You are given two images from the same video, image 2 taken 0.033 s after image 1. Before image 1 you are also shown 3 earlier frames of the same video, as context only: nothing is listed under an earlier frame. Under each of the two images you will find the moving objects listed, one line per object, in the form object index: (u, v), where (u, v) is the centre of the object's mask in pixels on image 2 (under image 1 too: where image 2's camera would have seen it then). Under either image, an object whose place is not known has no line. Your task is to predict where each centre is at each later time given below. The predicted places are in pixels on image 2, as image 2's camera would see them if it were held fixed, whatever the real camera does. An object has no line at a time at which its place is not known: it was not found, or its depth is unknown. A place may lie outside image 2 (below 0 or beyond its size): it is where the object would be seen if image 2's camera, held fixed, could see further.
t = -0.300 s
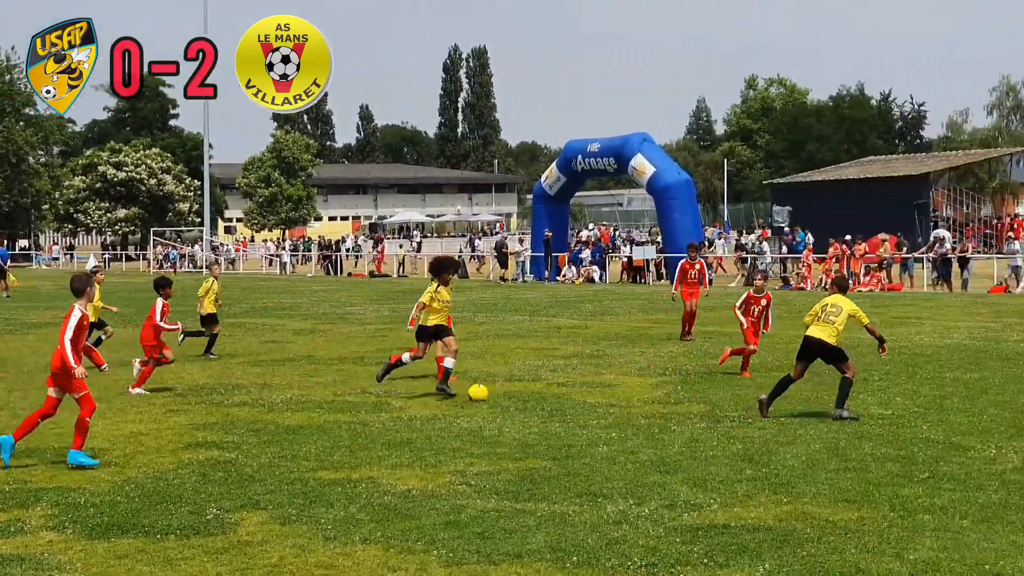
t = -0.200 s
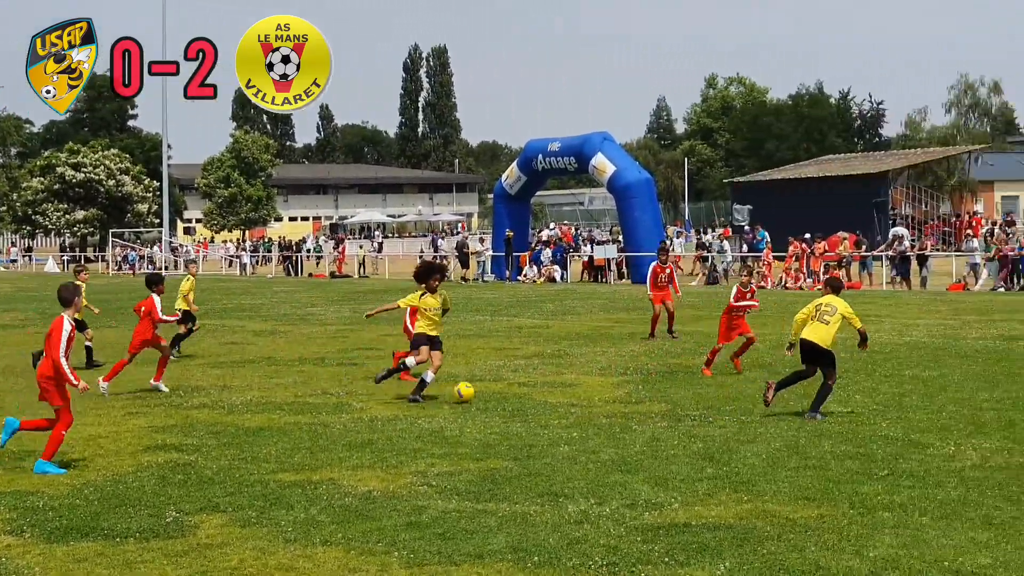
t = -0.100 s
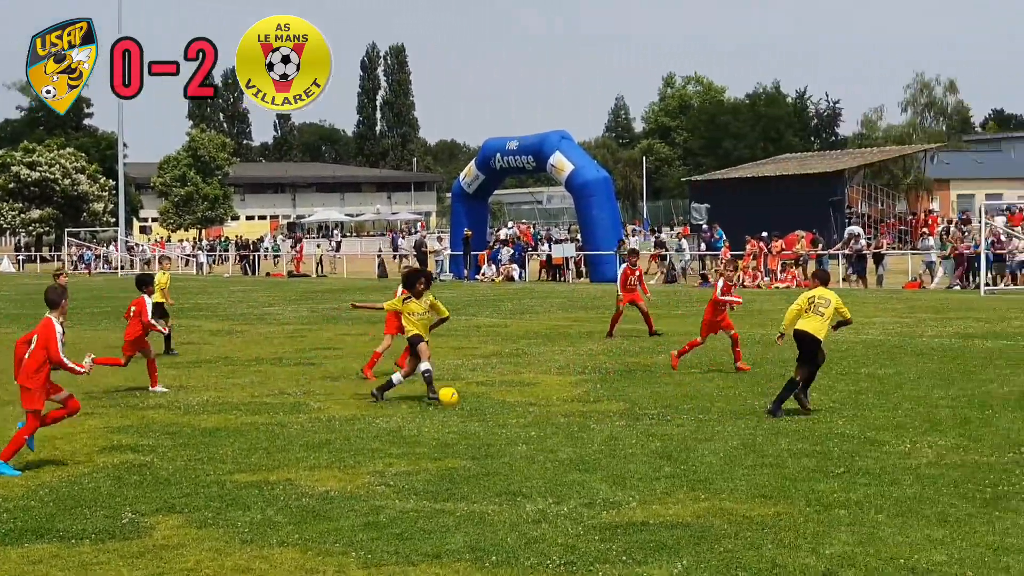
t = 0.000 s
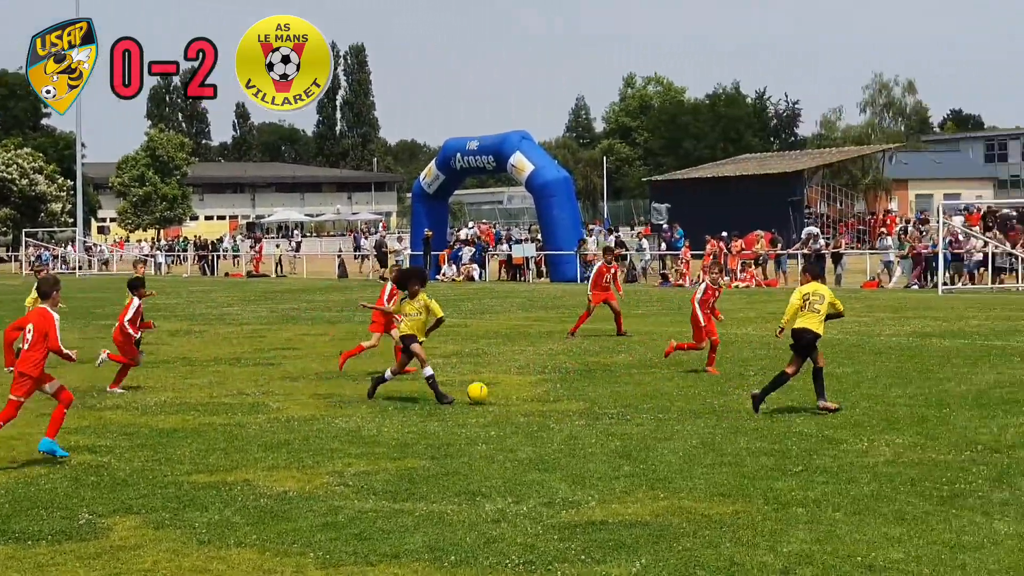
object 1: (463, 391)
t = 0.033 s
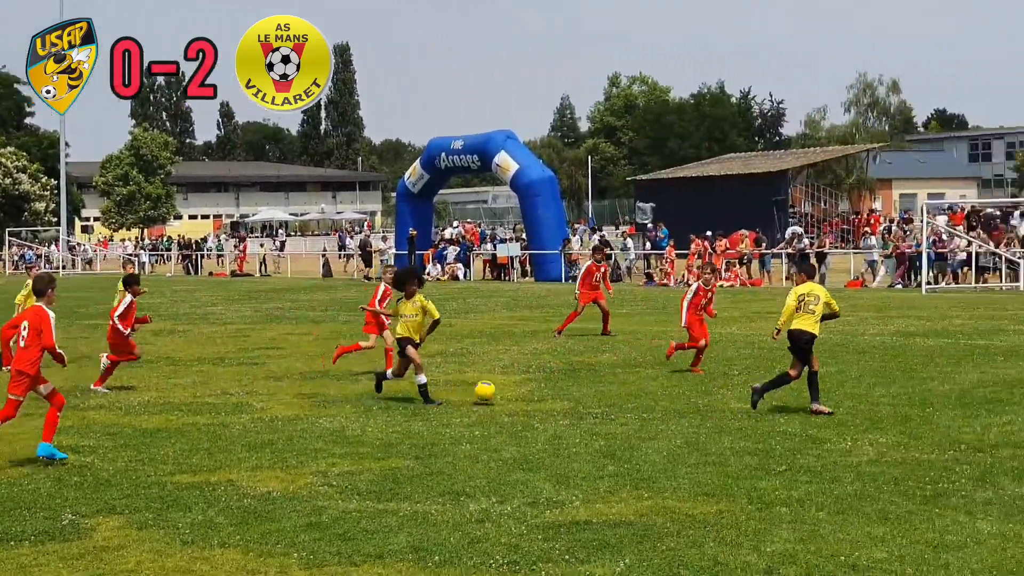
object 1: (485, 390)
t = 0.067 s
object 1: (507, 390)
